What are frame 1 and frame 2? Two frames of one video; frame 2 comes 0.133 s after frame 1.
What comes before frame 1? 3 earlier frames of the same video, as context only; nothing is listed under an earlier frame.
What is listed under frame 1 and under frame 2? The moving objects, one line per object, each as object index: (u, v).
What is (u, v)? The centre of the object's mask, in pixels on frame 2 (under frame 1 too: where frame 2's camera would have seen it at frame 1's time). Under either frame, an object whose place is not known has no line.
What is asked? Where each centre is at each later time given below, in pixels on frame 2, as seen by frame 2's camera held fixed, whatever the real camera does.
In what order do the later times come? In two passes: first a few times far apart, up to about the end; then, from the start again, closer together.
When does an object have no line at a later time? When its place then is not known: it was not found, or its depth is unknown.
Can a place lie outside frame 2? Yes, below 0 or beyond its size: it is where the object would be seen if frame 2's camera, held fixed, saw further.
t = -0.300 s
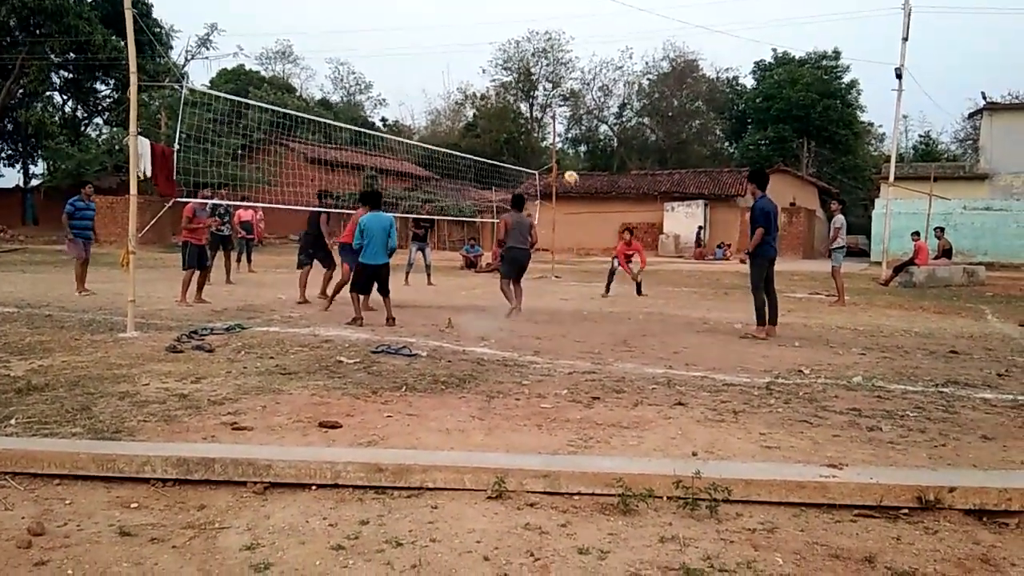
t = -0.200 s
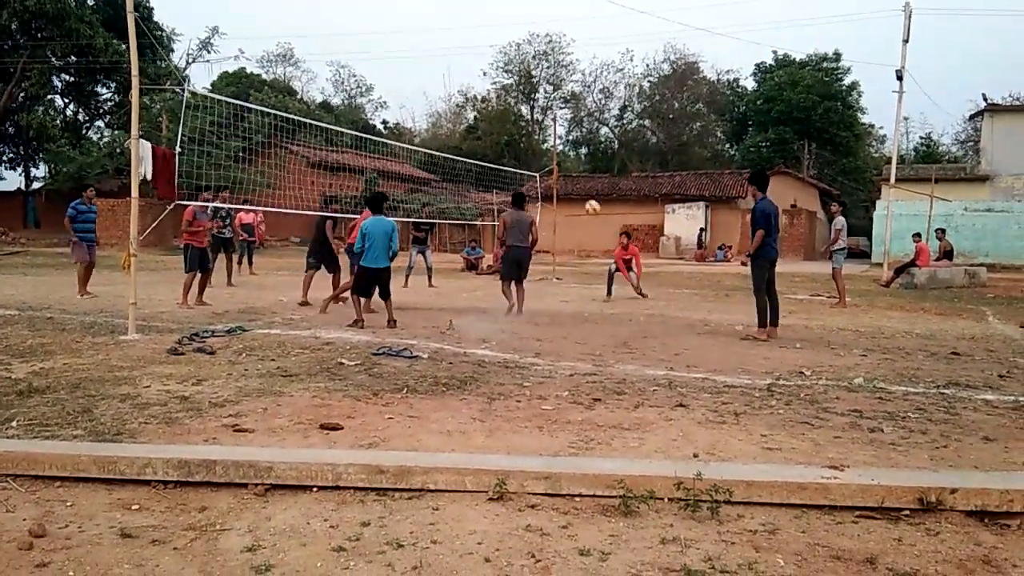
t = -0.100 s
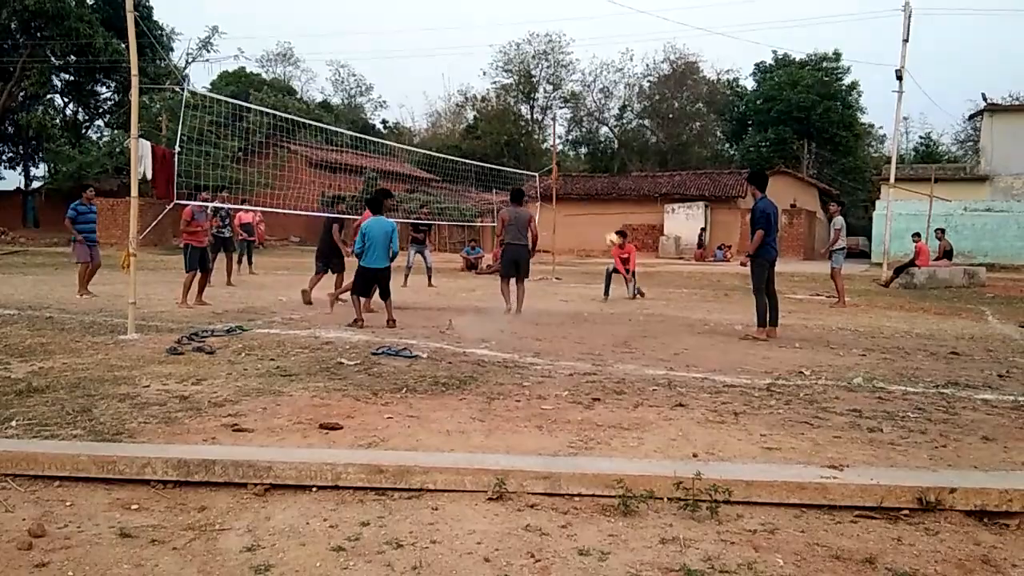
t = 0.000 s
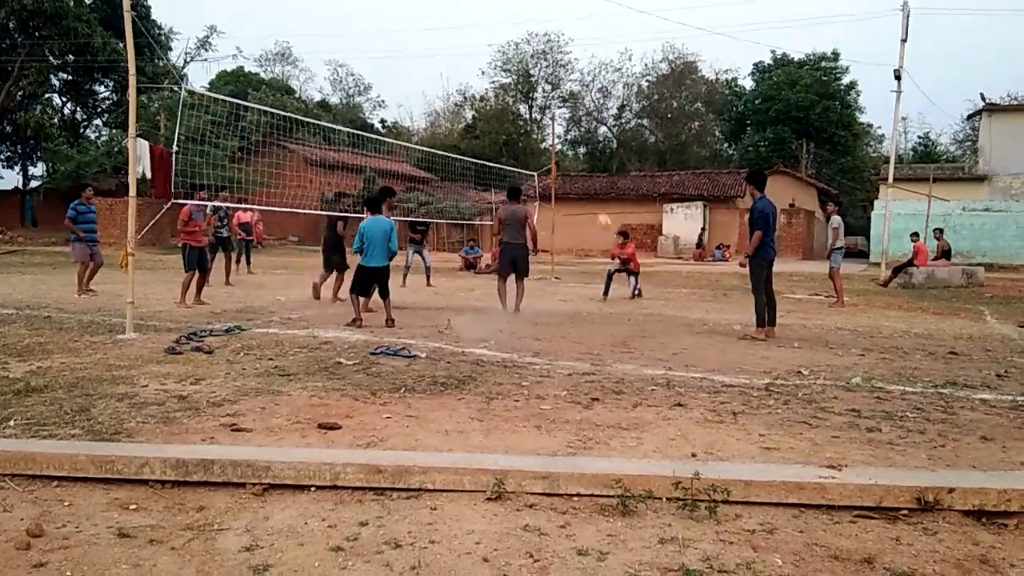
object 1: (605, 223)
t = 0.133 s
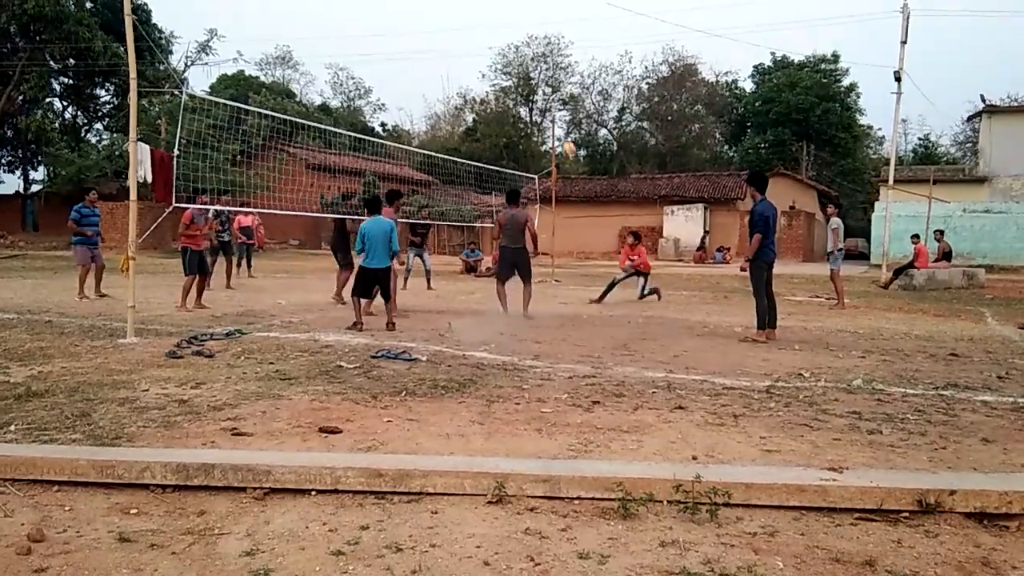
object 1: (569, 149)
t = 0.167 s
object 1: (559, 133)
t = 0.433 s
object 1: (491, 27)
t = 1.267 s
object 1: (311, 12)
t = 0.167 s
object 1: (559, 133)
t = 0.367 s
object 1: (506, 46)
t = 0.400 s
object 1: (499, 37)
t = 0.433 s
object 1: (491, 27)
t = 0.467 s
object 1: (482, 17)
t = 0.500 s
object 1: (474, 8)
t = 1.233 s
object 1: (317, 5)
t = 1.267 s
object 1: (311, 12)
